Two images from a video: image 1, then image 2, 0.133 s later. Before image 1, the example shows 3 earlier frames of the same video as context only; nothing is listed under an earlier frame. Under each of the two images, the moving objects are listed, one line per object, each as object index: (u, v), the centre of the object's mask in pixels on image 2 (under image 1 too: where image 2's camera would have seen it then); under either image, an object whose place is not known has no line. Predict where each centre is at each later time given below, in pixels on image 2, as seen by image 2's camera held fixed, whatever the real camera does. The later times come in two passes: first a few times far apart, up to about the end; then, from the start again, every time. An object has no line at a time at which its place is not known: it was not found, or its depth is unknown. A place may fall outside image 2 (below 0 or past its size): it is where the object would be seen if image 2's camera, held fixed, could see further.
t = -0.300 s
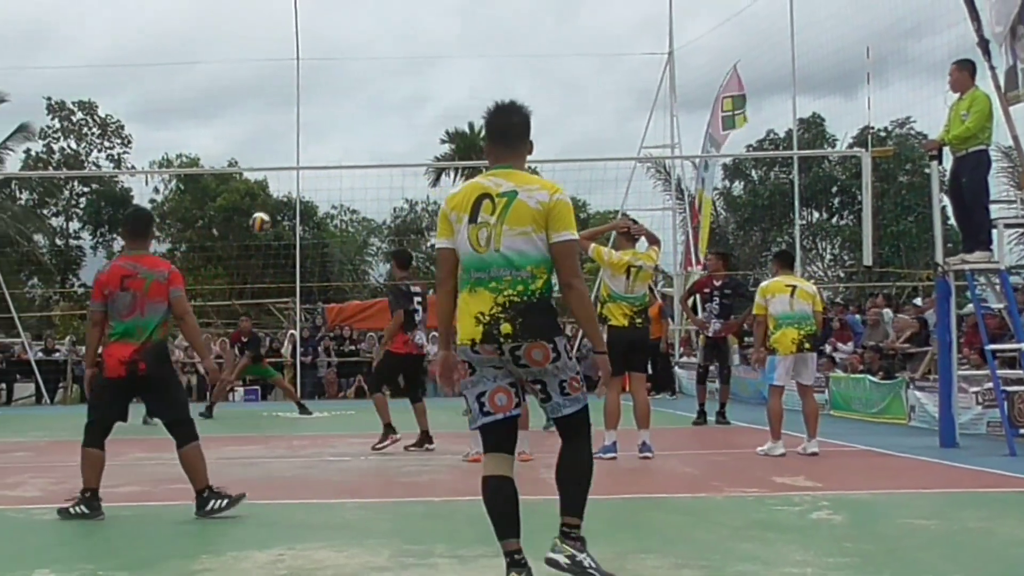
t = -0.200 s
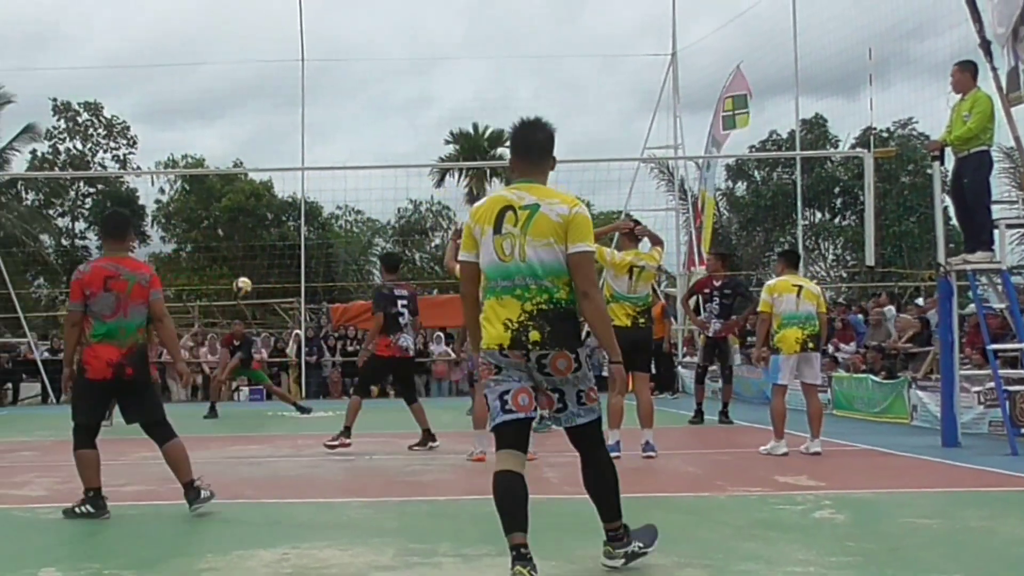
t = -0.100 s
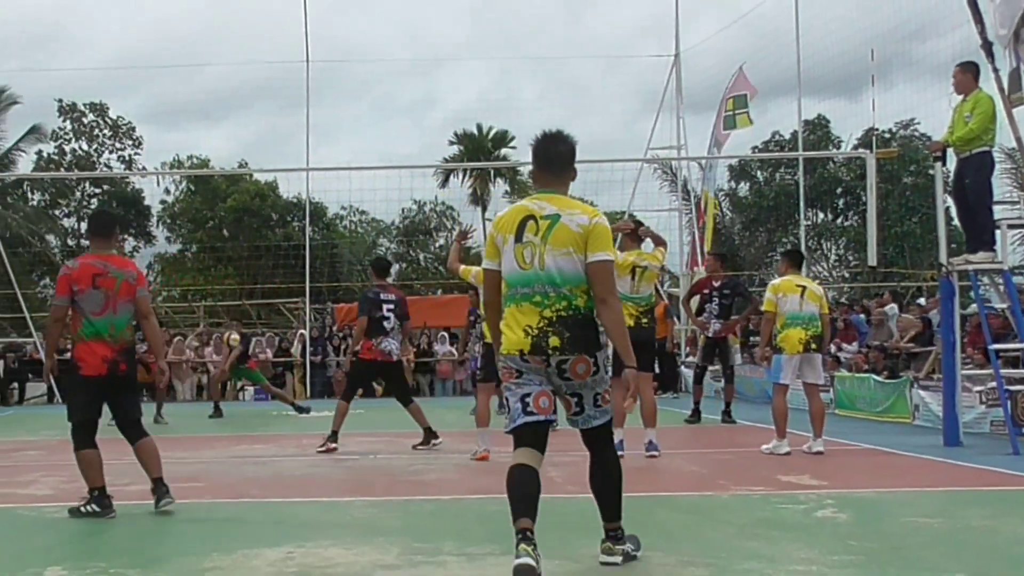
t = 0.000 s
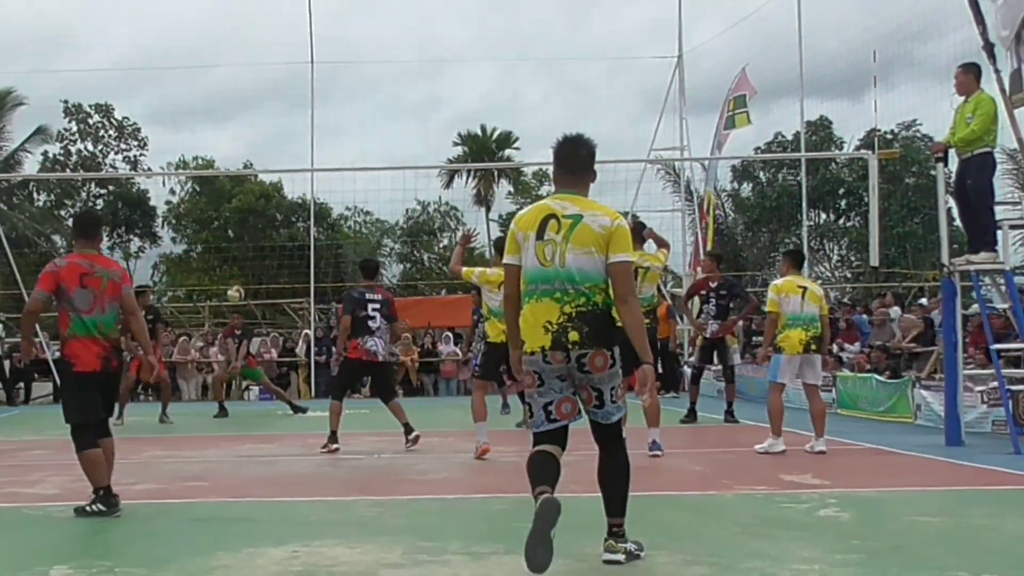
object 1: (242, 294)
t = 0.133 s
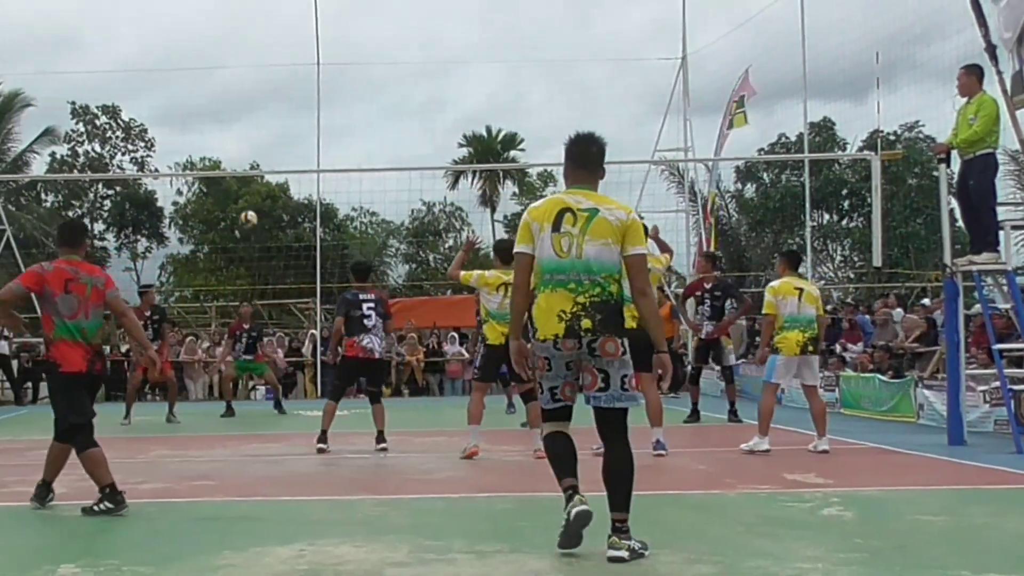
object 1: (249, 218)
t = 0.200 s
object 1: (251, 182)
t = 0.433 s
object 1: (263, 96)
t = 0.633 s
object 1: (274, 52)
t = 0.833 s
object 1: (288, 48)
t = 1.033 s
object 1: (304, 88)
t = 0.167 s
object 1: (250, 200)
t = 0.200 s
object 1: (251, 182)
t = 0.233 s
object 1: (254, 168)
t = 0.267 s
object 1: (255, 158)
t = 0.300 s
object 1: (256, 141)
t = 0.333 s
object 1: (257, 128)
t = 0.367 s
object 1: (260, 114)
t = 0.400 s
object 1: (261, 102)
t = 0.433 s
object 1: (263, 96)
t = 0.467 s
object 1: (265, 85)
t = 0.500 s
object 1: (266, 76)
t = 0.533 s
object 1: (268, 68)
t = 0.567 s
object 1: (271, 60)
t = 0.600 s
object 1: (273, 55)
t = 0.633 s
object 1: (274, 52)
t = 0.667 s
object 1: (276, 49)
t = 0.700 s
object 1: (279, 46)
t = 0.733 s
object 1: (281, 45)
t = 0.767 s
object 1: (283, 45)
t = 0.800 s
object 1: (286, 47)
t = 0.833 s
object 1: (288, 48)
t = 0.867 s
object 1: (290, 52)
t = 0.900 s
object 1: (293, 57)
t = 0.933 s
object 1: (296, 64)
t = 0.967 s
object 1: (298, 73)
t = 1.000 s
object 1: (302, 82)
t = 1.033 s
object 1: (304, 88)
